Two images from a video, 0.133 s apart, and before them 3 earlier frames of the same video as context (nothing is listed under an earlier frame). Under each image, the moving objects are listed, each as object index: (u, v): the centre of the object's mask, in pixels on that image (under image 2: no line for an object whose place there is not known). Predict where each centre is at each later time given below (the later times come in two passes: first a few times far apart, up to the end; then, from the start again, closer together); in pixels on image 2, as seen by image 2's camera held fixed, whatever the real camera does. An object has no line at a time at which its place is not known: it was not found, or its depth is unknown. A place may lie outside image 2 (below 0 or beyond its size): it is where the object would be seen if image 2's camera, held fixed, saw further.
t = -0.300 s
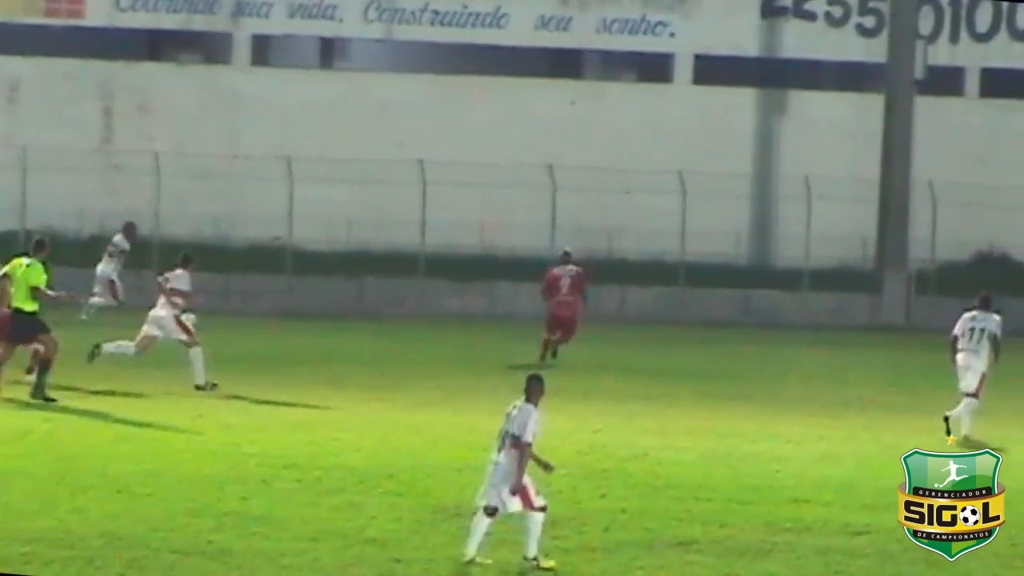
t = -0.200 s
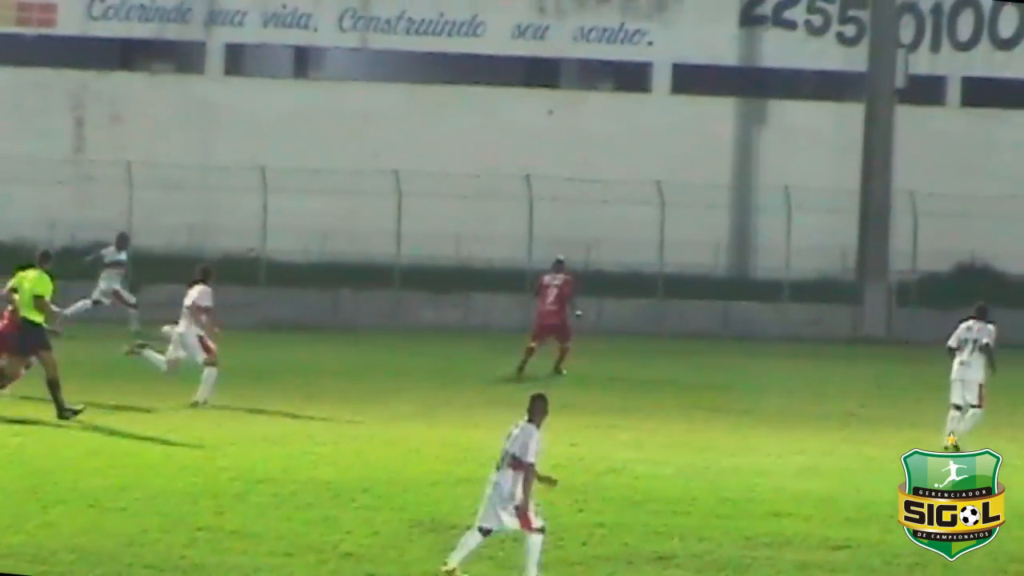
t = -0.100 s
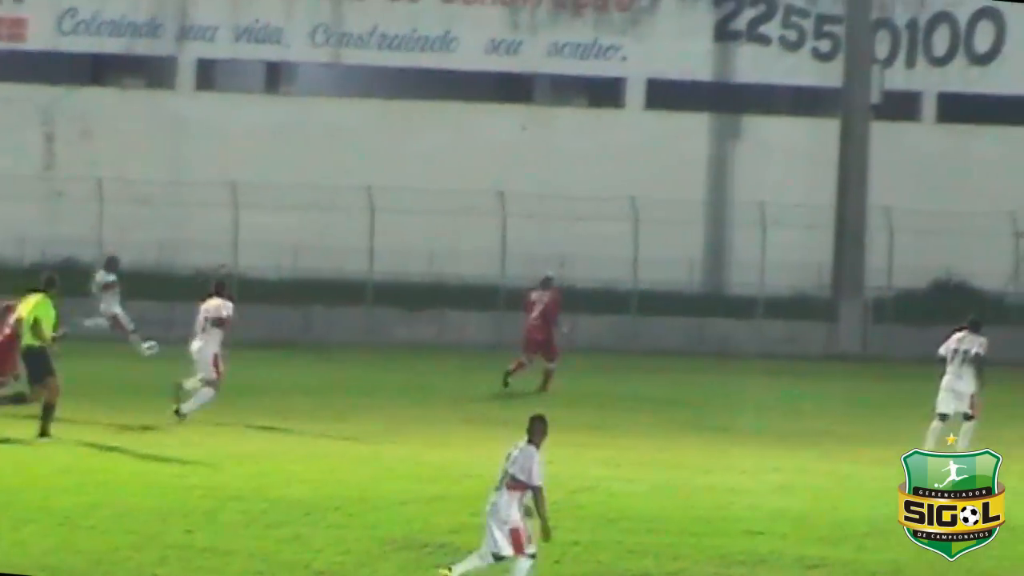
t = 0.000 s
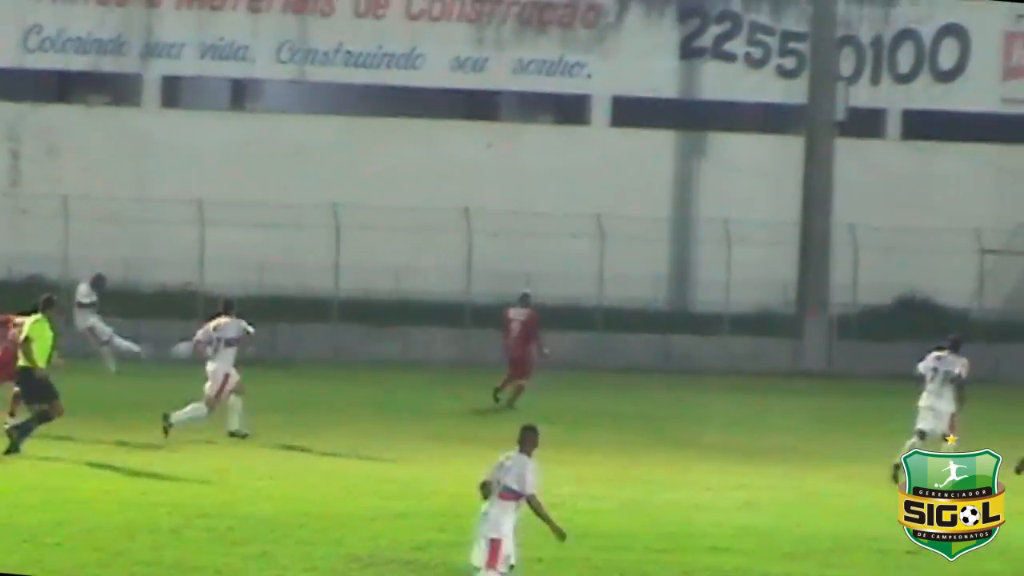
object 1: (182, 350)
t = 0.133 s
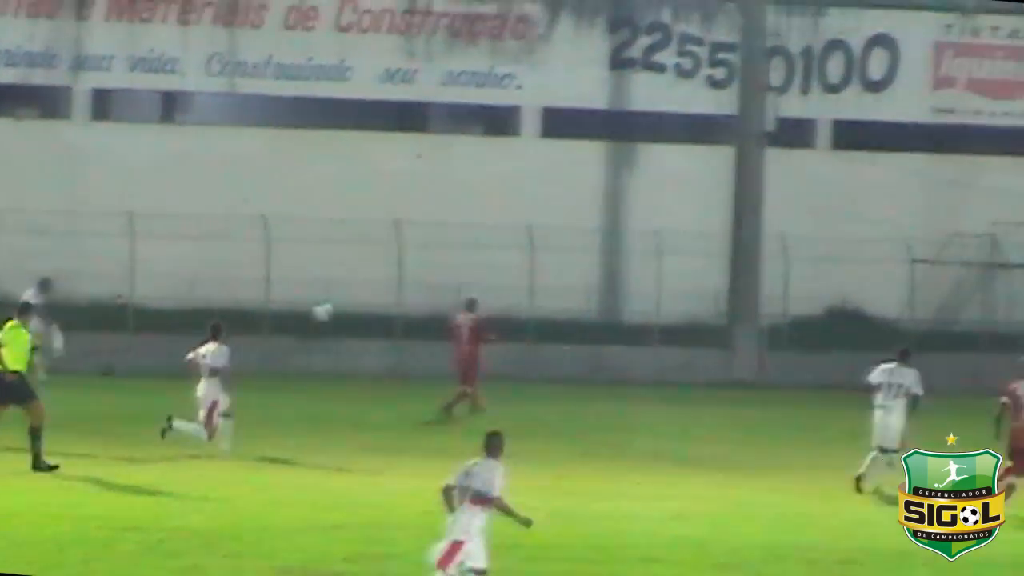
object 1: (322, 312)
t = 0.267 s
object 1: (521, 273)
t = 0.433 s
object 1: (759, 246)
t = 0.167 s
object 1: (374, 299)
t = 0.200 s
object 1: (423, 290)
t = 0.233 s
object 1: (471, 282)
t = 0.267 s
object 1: (521, 273)
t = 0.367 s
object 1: (667, 254)
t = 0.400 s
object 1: (713, 249)
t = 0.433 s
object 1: (759, 246)
